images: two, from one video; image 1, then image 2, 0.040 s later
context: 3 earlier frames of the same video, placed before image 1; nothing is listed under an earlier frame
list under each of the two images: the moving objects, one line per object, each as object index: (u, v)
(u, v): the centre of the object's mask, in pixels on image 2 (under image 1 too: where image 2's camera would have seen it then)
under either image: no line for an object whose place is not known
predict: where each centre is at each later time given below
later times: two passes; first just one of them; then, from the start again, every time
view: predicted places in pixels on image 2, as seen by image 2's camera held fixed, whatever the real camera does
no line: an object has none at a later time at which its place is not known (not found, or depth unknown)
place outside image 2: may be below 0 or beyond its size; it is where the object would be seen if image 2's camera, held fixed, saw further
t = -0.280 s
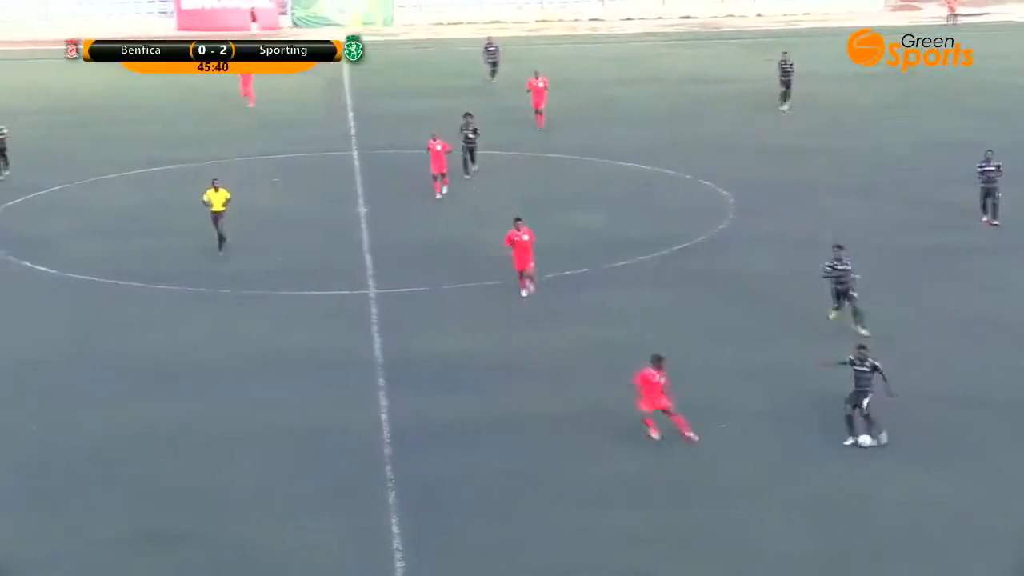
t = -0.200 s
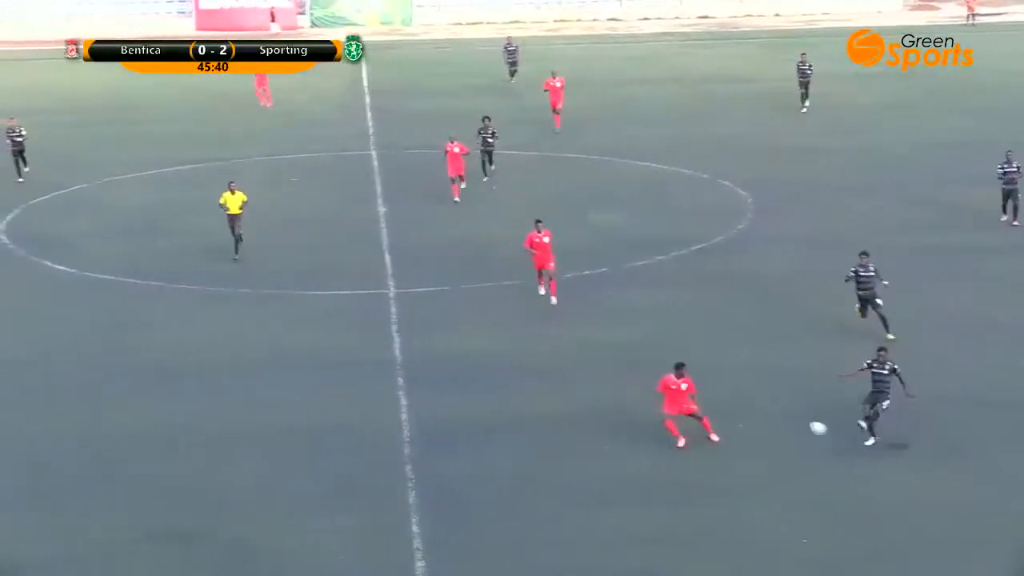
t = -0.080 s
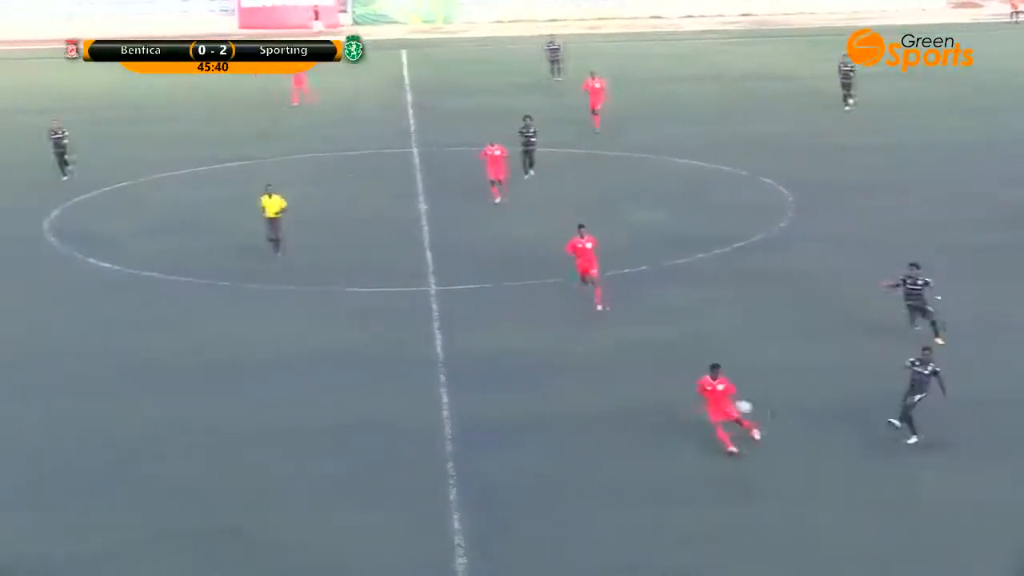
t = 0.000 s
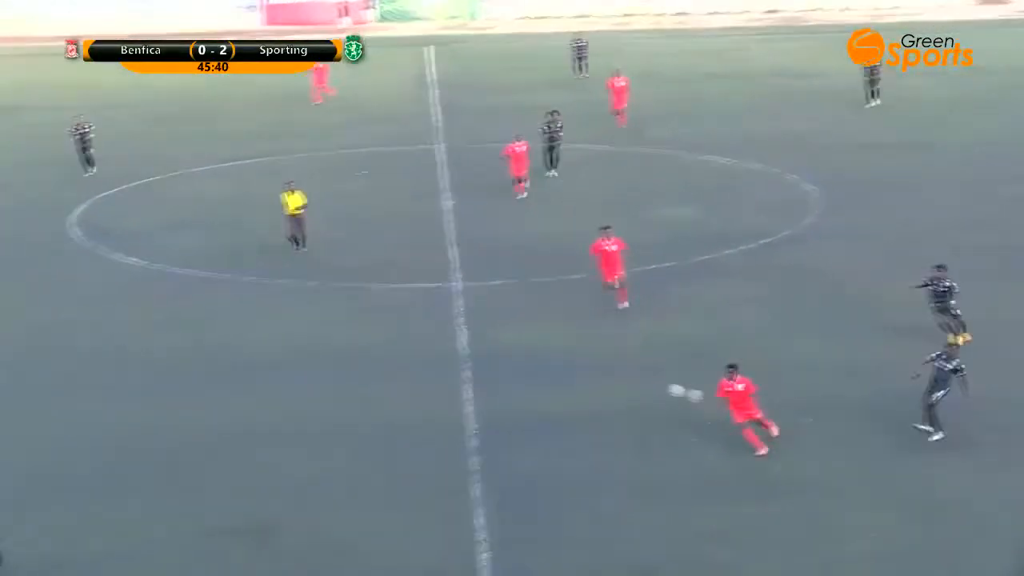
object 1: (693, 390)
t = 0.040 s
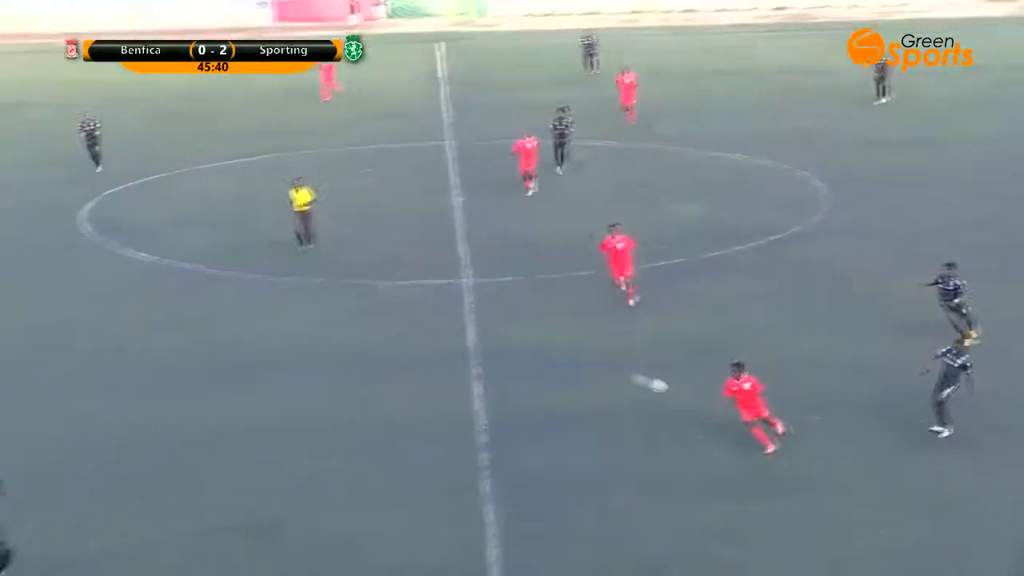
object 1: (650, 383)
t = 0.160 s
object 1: (533, 374)
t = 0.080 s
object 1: (613, 380)
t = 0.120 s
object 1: (568, 376)
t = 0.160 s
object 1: (533, 374)
